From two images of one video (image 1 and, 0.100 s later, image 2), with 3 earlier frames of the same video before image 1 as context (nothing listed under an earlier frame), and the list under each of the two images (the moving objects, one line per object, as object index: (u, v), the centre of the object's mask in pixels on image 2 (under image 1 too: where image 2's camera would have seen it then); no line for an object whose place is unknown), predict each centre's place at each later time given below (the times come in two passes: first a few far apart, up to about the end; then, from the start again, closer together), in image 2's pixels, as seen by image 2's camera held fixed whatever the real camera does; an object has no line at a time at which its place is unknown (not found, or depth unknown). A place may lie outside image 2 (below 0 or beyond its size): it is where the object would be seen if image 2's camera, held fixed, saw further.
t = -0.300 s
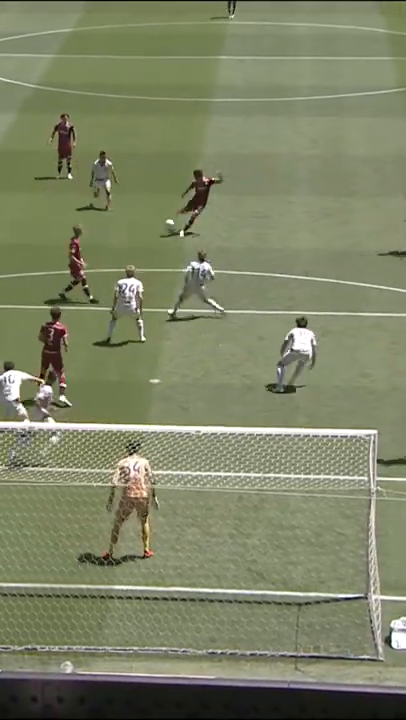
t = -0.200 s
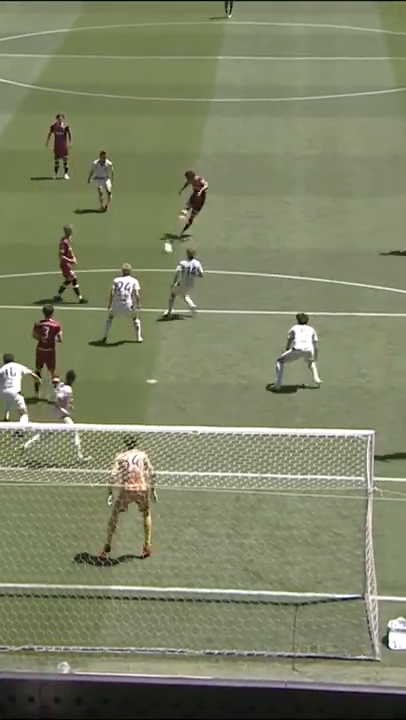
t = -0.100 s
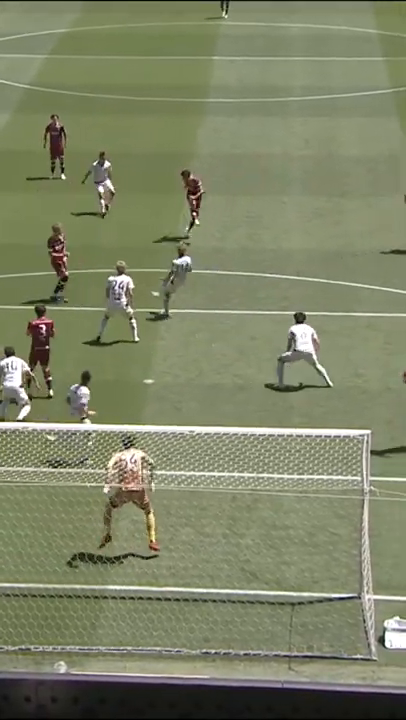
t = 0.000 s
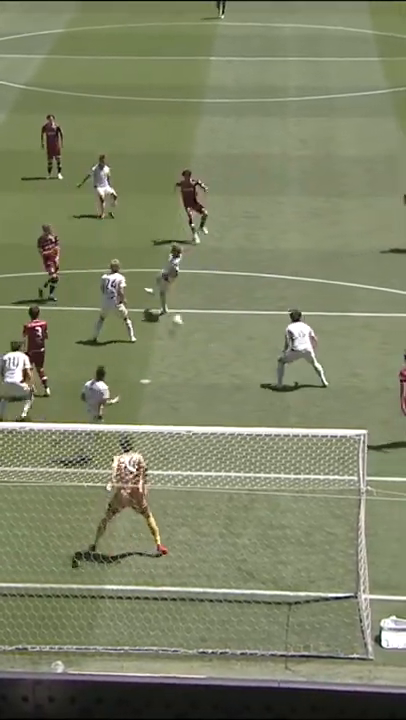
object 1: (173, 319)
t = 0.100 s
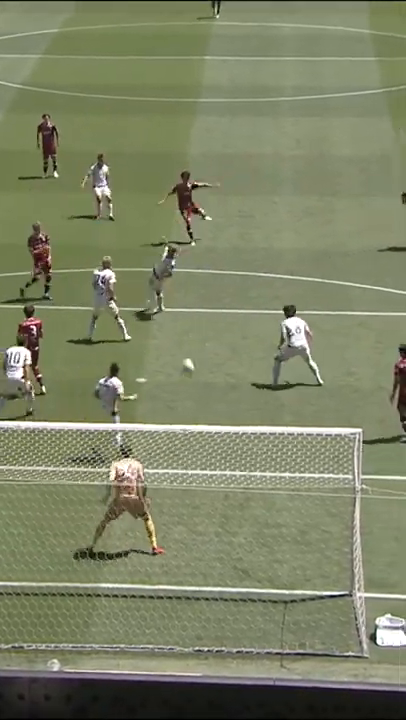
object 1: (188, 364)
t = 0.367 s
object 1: (240, 472)
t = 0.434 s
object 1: (255, 496)
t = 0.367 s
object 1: (240, 472)
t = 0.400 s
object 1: (248, 483)
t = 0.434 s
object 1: (255, 496)
